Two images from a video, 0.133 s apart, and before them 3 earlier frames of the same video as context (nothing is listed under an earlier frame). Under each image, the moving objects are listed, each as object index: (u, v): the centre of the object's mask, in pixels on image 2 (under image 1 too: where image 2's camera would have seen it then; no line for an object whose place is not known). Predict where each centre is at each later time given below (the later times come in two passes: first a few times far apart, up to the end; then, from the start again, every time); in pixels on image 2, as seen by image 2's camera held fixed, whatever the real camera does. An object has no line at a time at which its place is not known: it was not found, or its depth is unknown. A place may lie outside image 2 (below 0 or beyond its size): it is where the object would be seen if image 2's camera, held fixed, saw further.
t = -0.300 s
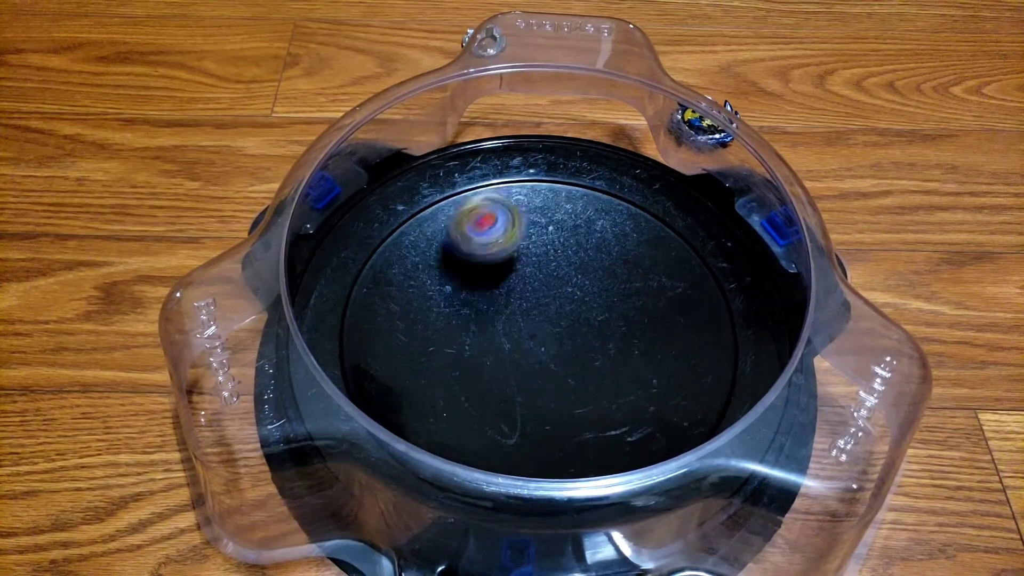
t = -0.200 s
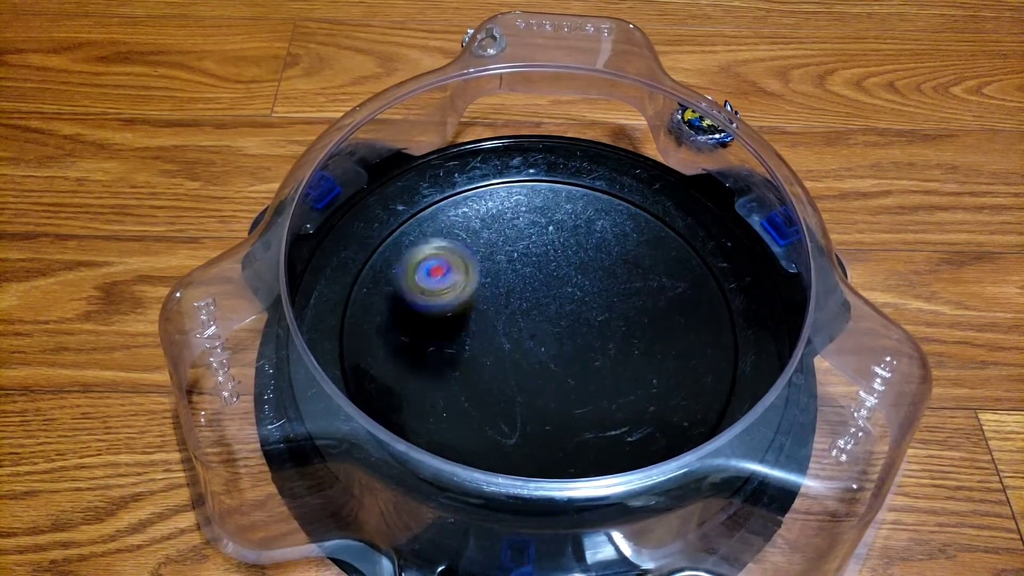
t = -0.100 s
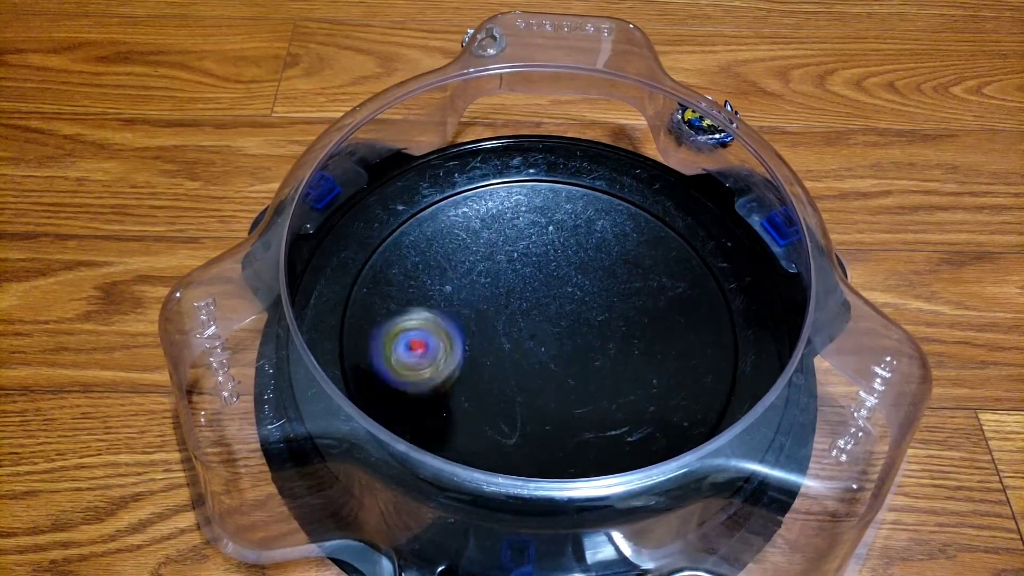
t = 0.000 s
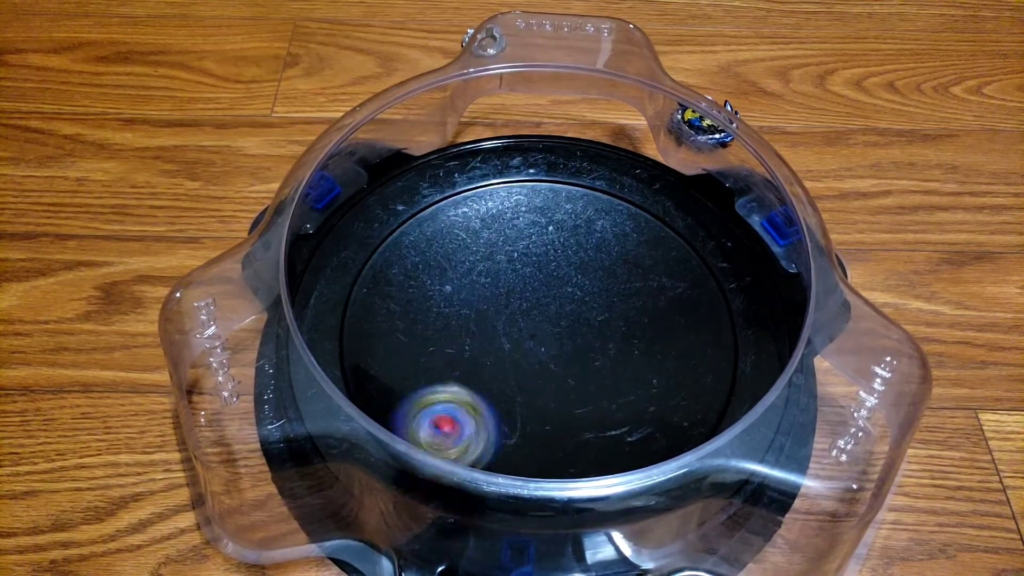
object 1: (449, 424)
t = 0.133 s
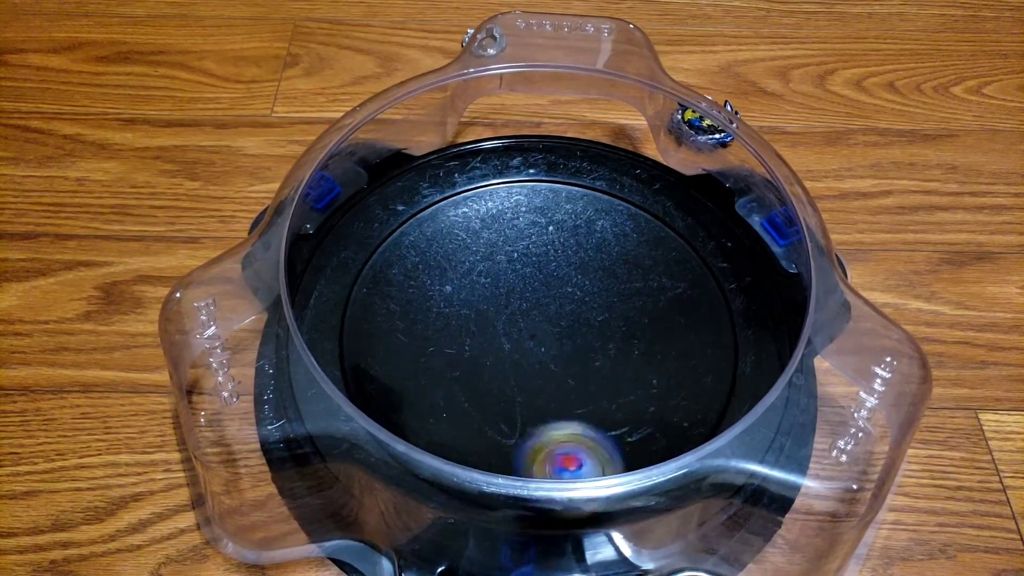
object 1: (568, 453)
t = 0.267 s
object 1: (667, 395)
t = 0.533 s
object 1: (570, 220)
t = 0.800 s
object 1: (383, 239)
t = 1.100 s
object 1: (510, 395)
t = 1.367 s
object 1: (692, 291)
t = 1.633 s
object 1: (573, 180)
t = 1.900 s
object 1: (429, 305)
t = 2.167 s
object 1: (513, 447)
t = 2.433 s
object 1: (667, 352)
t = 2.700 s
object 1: (554, 208)
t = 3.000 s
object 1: (381, 237)
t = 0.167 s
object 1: (599, 447)
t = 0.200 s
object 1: (630, 435)
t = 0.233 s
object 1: (653, 418)
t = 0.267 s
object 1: (667, 395)
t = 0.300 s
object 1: (672, 366)
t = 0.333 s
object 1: (670, 340)
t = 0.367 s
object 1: (664, 314)
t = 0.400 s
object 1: (650, 288)
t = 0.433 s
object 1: (634, 268)
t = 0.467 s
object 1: (615, 249)
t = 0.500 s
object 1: (592, 233)
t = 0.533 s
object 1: (570, 220)
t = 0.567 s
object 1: (543, 208)
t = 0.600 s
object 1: (518, 199)
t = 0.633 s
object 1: (489, 193)
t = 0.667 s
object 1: (463, 191)
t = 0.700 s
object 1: (435, 194)
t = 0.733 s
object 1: (411, 199)
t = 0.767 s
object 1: (395, 217)
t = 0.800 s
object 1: (383, 239)
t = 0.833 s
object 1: (372, 261)
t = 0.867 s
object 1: (371, 273)
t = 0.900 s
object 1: (370, 299)
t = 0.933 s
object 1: (378, 323)
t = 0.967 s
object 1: (395, 346)
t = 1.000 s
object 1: (419, 367)
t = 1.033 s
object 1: (446, 382)
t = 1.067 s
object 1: (477, 391)
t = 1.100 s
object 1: (510, 395)
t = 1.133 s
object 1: (541, 396)
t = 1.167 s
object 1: (571, 392)
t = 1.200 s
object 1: (599, 382)
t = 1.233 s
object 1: (627, 371)
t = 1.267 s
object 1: (648, 355)
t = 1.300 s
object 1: (668, 337)
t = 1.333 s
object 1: (680, 314)
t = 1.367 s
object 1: (692, 291)
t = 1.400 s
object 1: (695, 269)
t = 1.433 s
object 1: (693, 246)
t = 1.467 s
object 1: (683, 226)
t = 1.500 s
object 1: (668, 206)
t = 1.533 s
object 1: (650, 193)
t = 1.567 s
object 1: (625, 183)
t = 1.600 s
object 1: (601, 179)
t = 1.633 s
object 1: (573, 180)
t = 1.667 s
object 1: (547, 186)
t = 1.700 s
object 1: (523, 196)
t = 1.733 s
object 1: (500, 210)
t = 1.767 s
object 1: (479, 226)
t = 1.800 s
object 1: (460, 243)
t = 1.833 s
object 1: (447, 262)
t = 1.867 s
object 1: (436, 283)
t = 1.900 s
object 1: (429, 305)
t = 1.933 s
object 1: (425, 329)
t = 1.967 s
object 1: (425, 340)
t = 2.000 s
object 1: (427, 363)
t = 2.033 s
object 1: (434, 388)
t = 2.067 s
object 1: (445, 410)
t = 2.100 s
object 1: (464, 426)
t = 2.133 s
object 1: (487, 438)
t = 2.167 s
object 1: (513, 447)
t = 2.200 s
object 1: (541, 452)
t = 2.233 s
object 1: (570, 451)
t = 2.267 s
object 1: (597, 446)
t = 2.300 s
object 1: (622, 435)
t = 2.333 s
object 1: (646, 420)
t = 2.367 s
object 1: (660, 401)
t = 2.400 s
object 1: (665, 376)
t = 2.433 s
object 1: (667, 352)
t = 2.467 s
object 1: (661, 329)
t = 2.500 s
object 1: (652, 305)
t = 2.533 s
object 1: (643, 284)
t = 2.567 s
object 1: (629, 267)
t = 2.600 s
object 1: (612, 249)
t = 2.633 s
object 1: (596, 233)
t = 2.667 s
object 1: (576, 221)
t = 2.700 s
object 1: (554, 208)
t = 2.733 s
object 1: (532, 198)
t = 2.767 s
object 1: (509, 191)
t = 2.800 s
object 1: (485, 187)
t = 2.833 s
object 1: (461, 186)
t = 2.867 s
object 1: (439, 190)
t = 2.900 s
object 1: (416, 198)
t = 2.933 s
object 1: (398, 210)
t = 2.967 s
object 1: (384, 227)
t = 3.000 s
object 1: (381, 237)
